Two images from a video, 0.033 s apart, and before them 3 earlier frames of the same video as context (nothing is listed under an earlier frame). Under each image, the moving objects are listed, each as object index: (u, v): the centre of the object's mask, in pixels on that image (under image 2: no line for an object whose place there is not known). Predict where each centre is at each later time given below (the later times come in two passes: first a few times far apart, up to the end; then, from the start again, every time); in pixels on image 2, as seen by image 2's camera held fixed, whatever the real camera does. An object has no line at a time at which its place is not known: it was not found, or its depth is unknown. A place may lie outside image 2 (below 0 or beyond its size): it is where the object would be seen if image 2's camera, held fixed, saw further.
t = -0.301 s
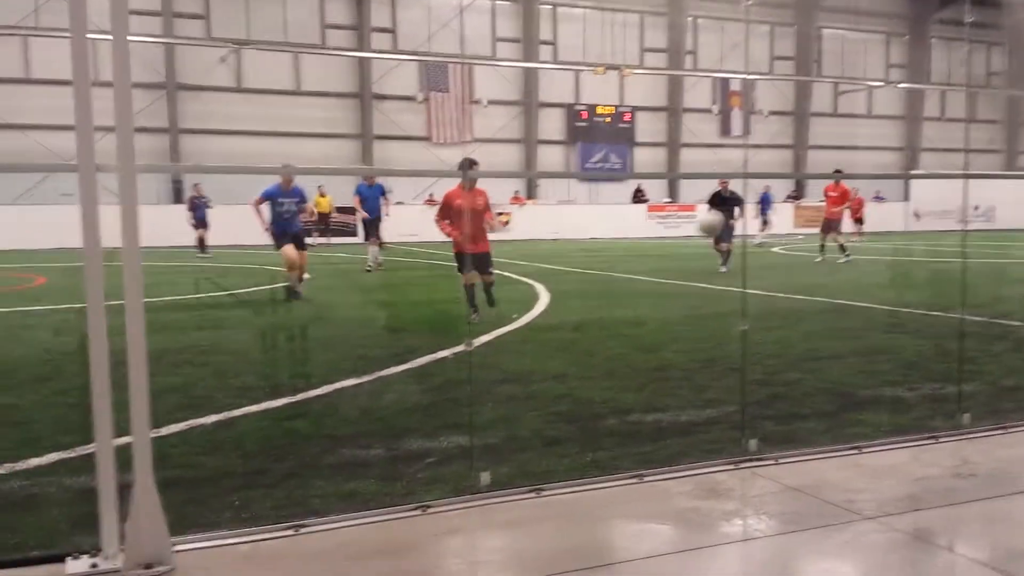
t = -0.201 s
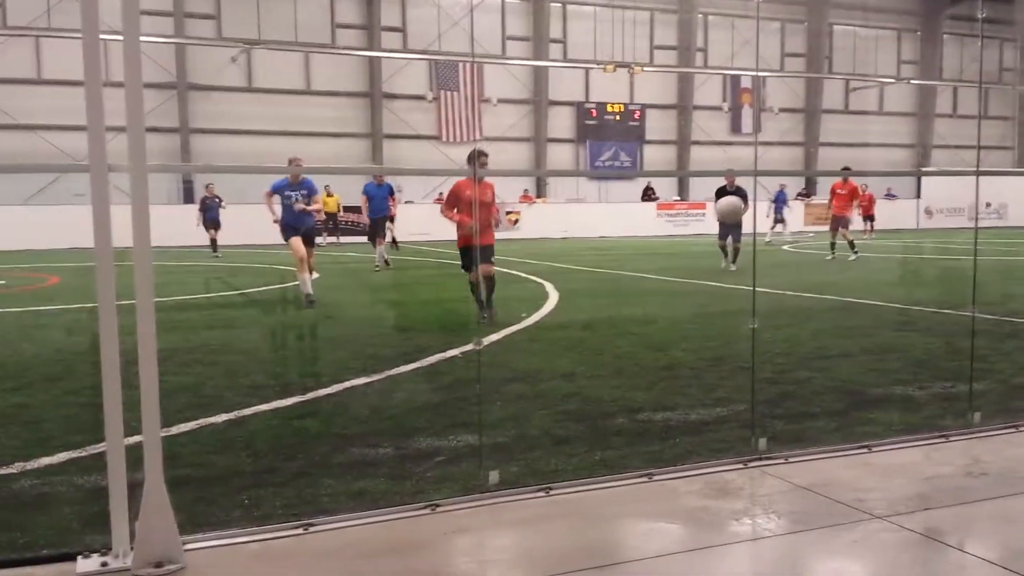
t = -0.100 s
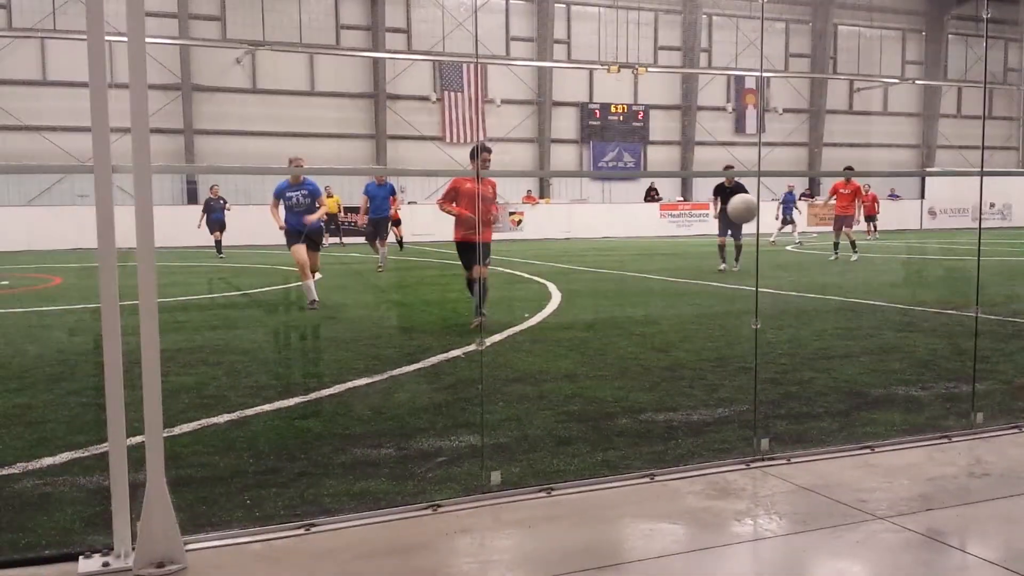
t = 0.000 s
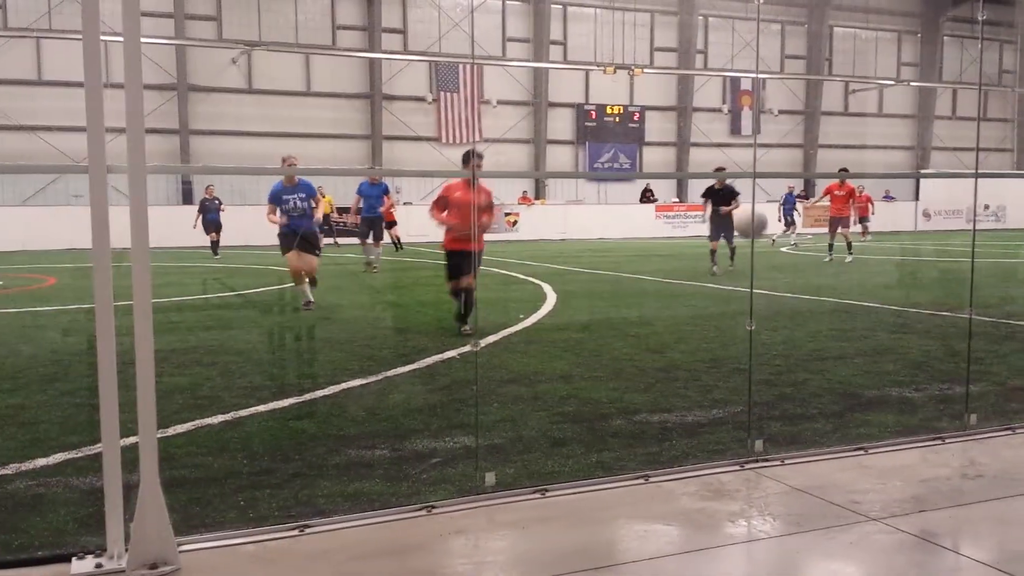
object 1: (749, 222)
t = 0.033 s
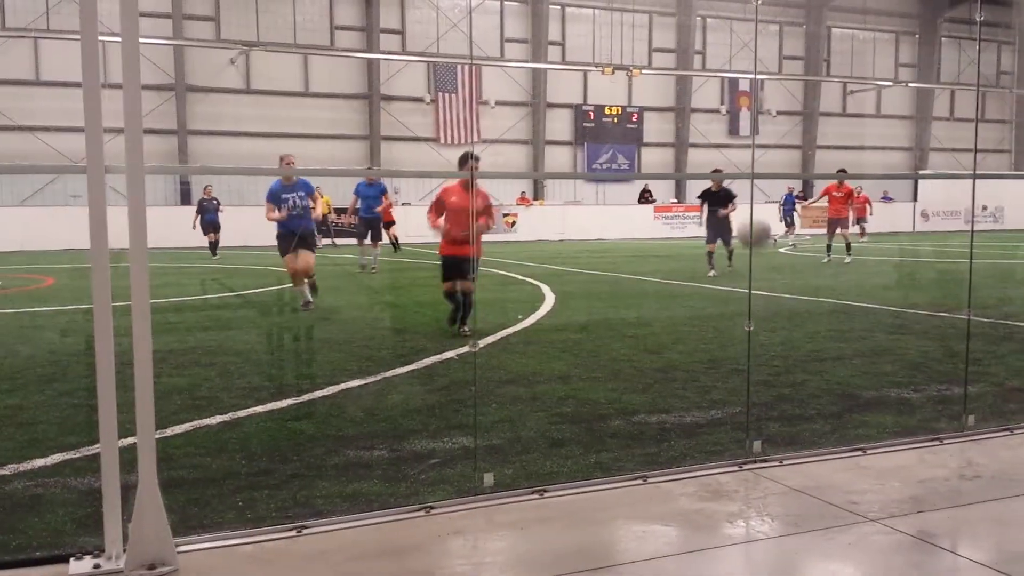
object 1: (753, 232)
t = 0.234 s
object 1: (790, 333)
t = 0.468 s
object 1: (790, 332)
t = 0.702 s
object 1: (591, 257)
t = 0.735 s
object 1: (565, 256)
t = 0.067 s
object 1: (761, 244)
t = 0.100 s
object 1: (766, 257)
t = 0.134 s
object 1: (770, 270)
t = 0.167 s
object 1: (776, 289)
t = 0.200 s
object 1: (784, 311)
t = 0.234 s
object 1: (790, 333)
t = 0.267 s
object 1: (798, 365)
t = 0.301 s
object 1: (807, 393)
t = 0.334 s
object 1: (814, 385)
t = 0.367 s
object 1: (821, 373)
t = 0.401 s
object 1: (829, 368)
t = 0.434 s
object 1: (820, 351)
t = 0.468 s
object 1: (790, 332)
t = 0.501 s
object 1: (760, 312)
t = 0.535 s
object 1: (727, 297)
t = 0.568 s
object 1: (697, 282)
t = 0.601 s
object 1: (667, 272)
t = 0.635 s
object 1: (642, 263)
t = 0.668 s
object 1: (616, 259)
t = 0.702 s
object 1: (591, 257)
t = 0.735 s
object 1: (565, 256)
